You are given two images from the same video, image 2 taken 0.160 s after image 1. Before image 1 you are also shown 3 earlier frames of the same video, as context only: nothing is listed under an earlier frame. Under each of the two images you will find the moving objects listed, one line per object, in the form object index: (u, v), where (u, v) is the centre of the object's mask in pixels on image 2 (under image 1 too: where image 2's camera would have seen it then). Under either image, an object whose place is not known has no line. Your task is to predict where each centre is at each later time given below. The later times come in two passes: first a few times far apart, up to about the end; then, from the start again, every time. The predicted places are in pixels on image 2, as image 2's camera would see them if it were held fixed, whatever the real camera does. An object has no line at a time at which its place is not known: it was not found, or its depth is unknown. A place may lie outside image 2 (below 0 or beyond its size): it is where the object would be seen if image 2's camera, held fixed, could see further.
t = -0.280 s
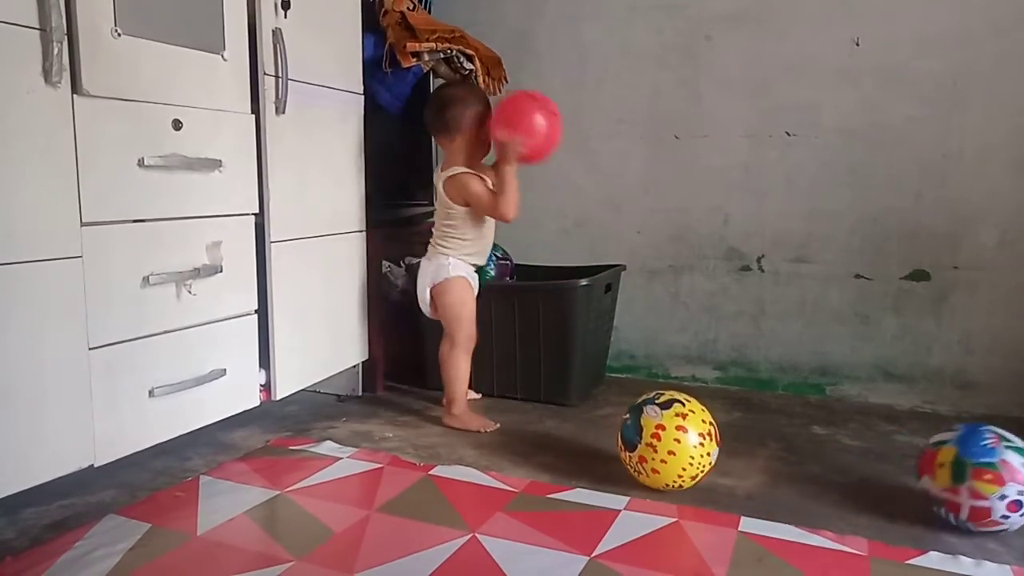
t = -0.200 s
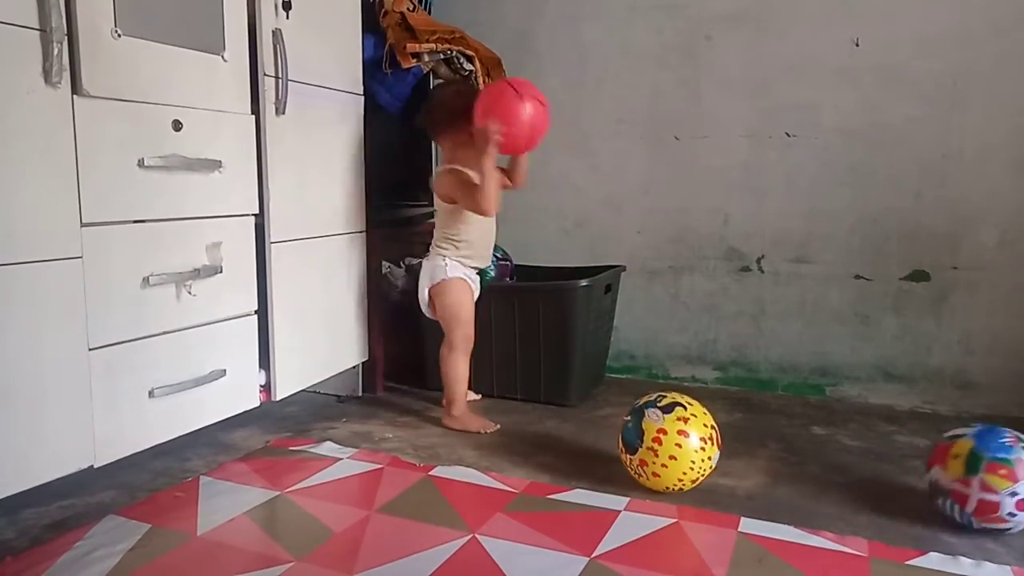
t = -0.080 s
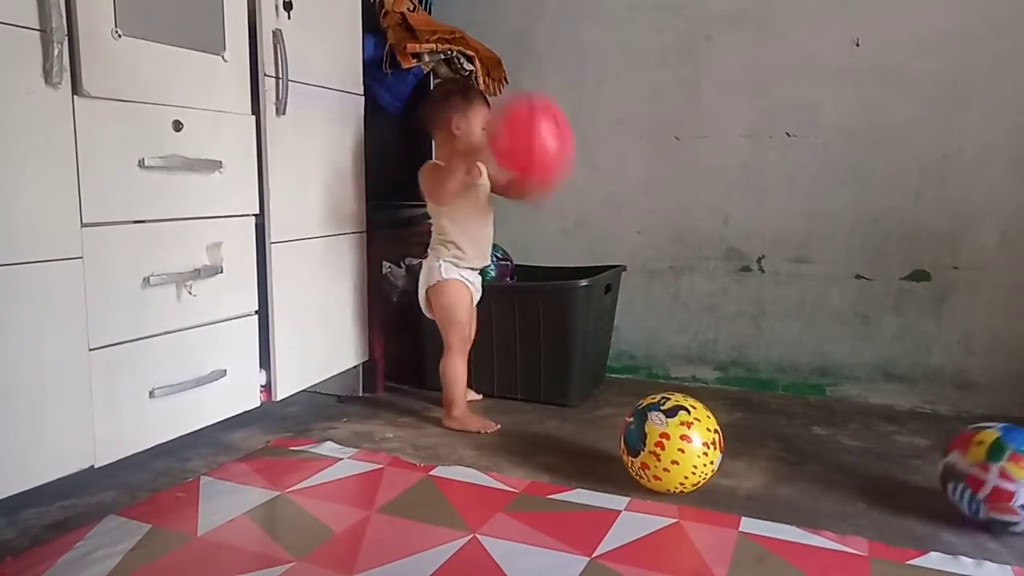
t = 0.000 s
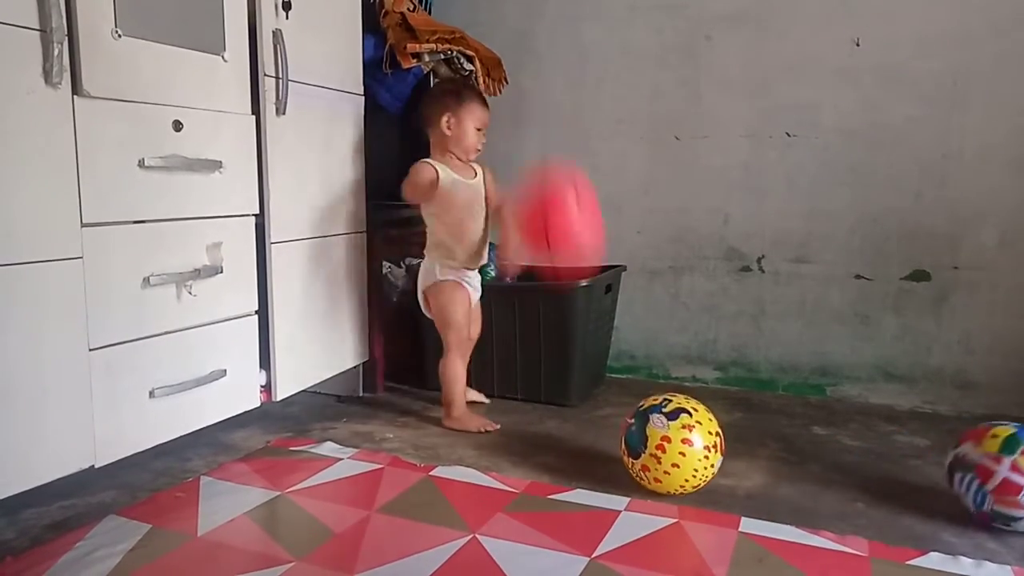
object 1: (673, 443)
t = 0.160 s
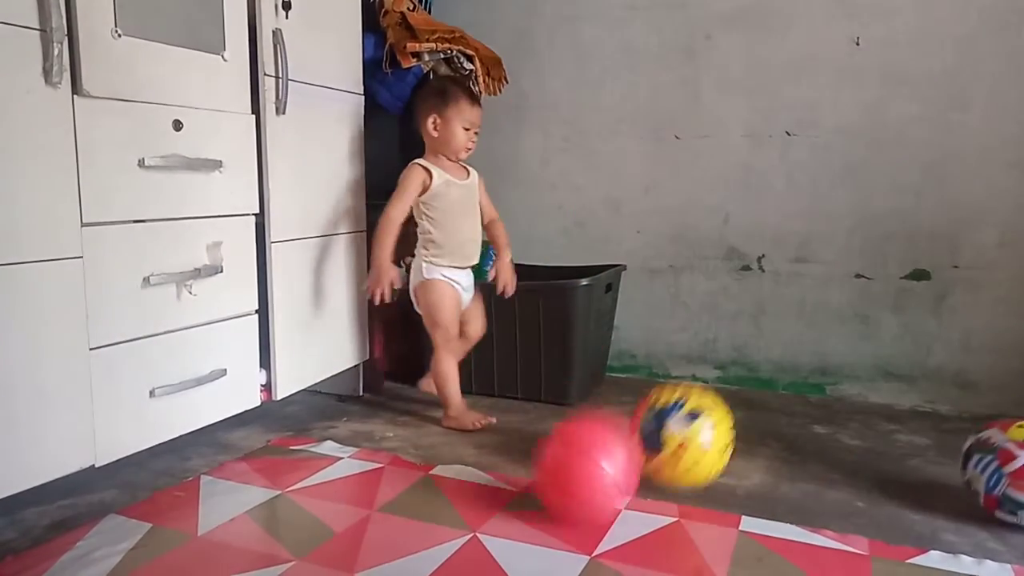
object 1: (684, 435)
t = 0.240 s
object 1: (692, 417)
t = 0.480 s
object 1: (717, 429)
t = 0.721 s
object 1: (734, 434)
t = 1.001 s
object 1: (751, 443)
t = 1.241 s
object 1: (763, 453)
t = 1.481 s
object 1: (774, 440)
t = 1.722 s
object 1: (779, 430)
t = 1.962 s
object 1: (780, 430)
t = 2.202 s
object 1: (774, 421)
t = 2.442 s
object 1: (761, 413)
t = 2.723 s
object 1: (738, 408)
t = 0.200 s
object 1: (687, 422)
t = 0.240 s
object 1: (692, 417)
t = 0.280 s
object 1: (697, 420)
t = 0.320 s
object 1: (702, 430)
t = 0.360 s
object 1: (707, 448)
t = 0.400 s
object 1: (710, 450)
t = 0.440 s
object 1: (714, 436)
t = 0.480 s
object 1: (717, 429)
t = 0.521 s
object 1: (720, 429)
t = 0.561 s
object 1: (722, 437)
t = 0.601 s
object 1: (724, 452)
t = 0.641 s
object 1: (727, 453)
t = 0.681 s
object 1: (731, 439)
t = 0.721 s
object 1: (734, 434)
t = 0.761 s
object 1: (736, 436)
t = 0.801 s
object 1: (739, 447)
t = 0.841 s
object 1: (741, 459)
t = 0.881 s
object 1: (744, 450)
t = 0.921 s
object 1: (747, 440)
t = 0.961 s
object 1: (749, 438)
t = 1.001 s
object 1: (751, 443)
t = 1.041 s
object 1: (752, 456)
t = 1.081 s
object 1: (755, 451)
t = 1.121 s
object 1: (758, 441)
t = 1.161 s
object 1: (759, 438)
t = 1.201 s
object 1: (762, 442)
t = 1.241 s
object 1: (763, 453)
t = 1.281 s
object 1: (765, 448)
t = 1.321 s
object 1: (767, 439)
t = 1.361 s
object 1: (769, 437)
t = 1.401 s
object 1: (771, 443)
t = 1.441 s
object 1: (772, 450)
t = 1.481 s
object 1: (774, 440)
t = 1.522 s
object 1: (775, 434)
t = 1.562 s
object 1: (776, 435)
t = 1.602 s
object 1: (777, 443)
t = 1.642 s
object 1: (778, 438)
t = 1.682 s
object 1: (778, 431)
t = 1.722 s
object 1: (779, 430)
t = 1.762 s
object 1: (780, 436)
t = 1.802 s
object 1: (780, 435)
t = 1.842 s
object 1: (780, 428)
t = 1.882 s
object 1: (780, 426)
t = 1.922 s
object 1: (780, 432)
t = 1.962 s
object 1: (780, 430)
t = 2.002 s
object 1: (779, 423)
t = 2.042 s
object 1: (779, 423)
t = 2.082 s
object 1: (778, 428)
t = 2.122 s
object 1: (777, 422)
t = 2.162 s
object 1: (775, 419)
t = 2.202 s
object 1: (774, 421)
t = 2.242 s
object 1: (772, 420)
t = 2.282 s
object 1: (770, 414)
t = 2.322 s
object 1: (768, 416)
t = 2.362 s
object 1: (765, 417)
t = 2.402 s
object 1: (763, 412)
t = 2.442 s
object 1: (761, 413)
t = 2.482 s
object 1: (758, 415)
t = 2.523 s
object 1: (755, 410)
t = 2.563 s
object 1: (753, 411)
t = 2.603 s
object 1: (749, 412)
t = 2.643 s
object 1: (745, 408)
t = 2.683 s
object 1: (742, 409)
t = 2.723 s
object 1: (738, 408)
